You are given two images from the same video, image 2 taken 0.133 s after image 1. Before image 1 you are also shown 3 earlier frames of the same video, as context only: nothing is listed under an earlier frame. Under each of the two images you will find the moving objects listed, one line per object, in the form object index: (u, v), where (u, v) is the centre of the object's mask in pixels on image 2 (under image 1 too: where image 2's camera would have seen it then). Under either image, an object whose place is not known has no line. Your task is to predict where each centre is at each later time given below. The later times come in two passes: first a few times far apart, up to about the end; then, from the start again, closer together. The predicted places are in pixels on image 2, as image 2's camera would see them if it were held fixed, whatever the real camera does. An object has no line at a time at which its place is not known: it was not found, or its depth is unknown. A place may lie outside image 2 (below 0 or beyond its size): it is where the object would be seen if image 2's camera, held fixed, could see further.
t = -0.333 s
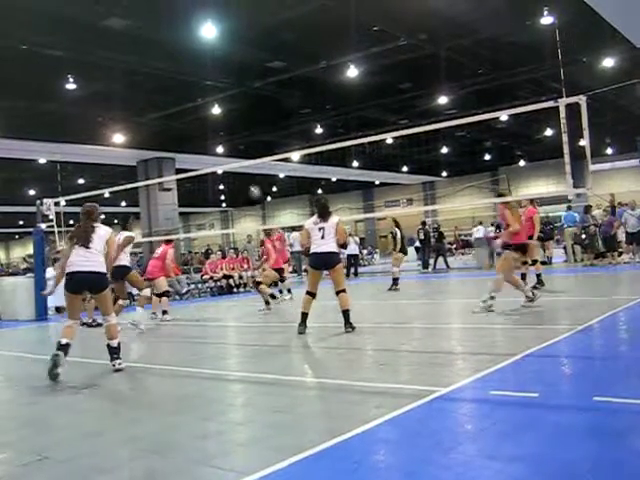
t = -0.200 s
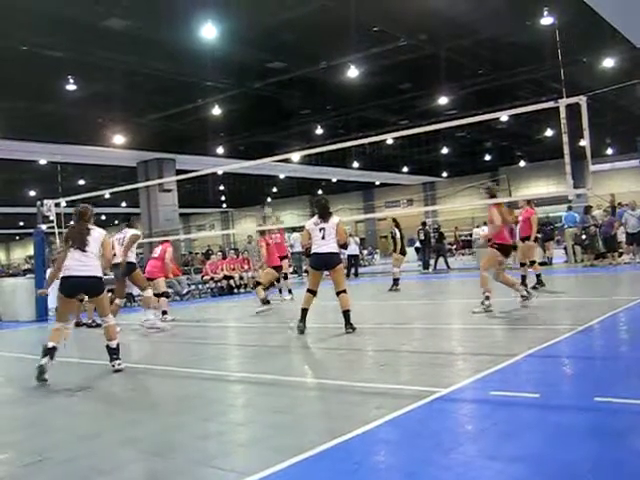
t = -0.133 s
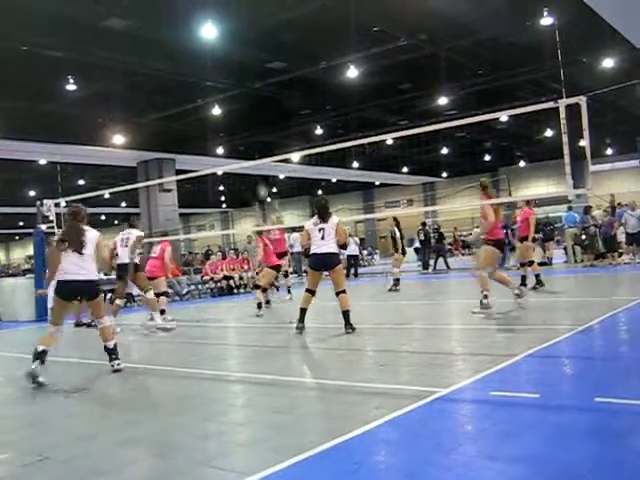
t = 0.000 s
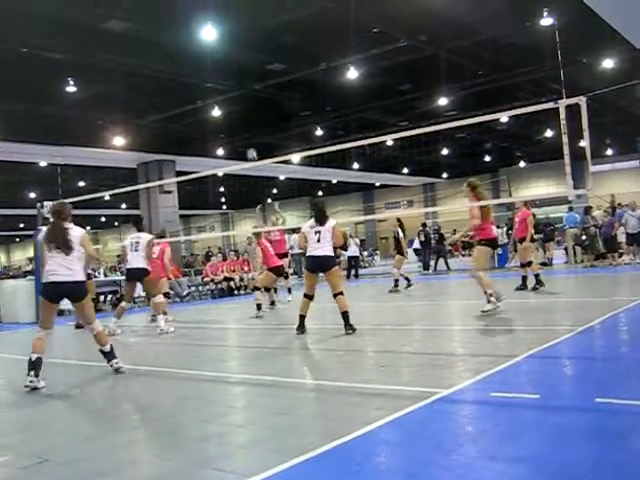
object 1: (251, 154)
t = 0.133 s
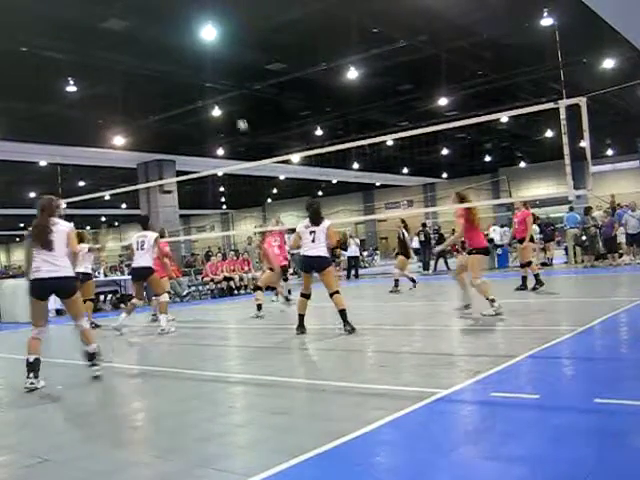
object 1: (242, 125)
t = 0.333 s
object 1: (228, 95)
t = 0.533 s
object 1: (216, 84)
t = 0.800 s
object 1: (202, 101)
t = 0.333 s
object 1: (228, 95)
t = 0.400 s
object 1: (224, 90)
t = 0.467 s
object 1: (221, 87)
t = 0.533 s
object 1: (216, 84)
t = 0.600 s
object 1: (213, 85)
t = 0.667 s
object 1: (209, 88)
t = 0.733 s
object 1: (205, 93)
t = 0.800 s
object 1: (202, 101)
